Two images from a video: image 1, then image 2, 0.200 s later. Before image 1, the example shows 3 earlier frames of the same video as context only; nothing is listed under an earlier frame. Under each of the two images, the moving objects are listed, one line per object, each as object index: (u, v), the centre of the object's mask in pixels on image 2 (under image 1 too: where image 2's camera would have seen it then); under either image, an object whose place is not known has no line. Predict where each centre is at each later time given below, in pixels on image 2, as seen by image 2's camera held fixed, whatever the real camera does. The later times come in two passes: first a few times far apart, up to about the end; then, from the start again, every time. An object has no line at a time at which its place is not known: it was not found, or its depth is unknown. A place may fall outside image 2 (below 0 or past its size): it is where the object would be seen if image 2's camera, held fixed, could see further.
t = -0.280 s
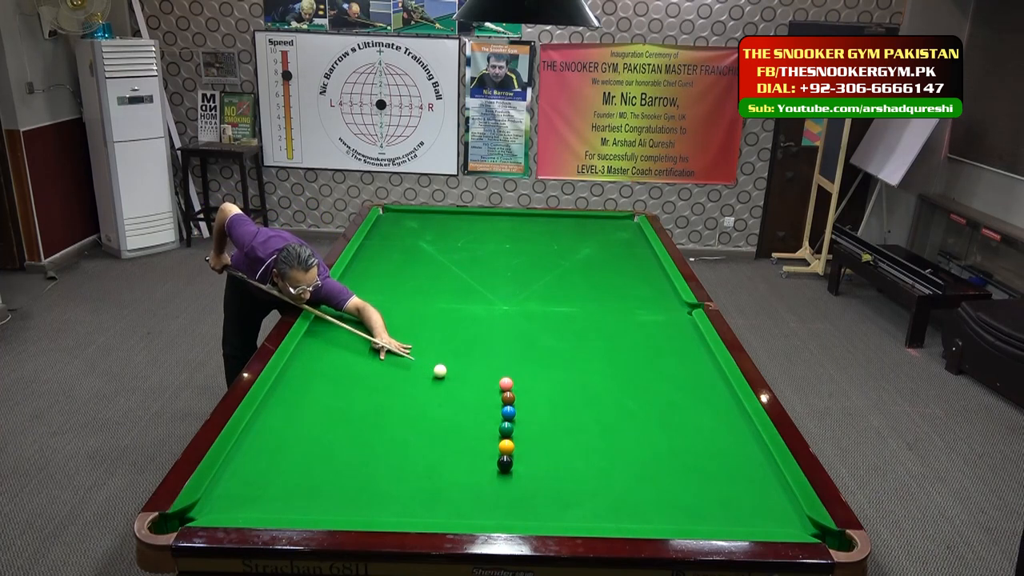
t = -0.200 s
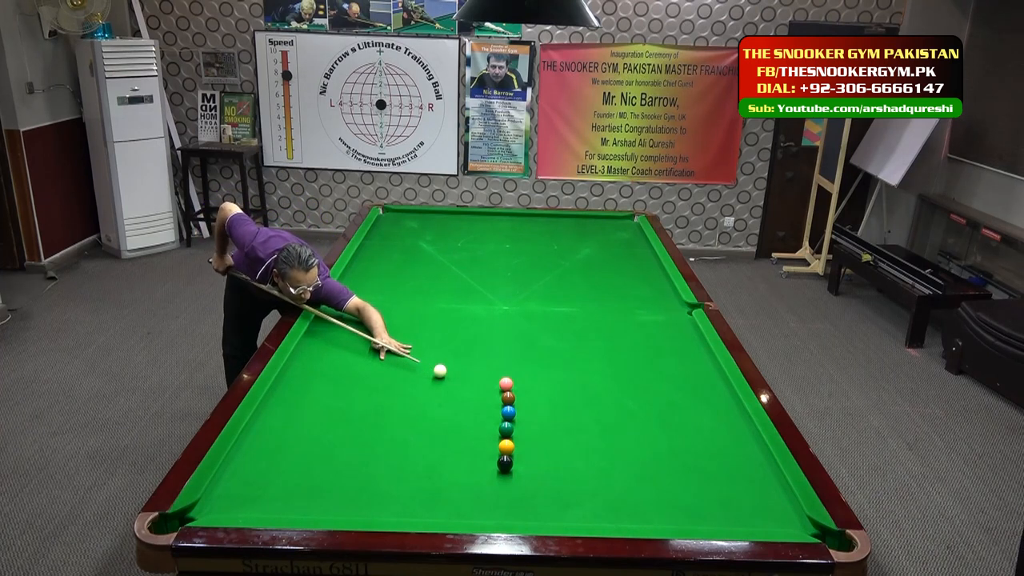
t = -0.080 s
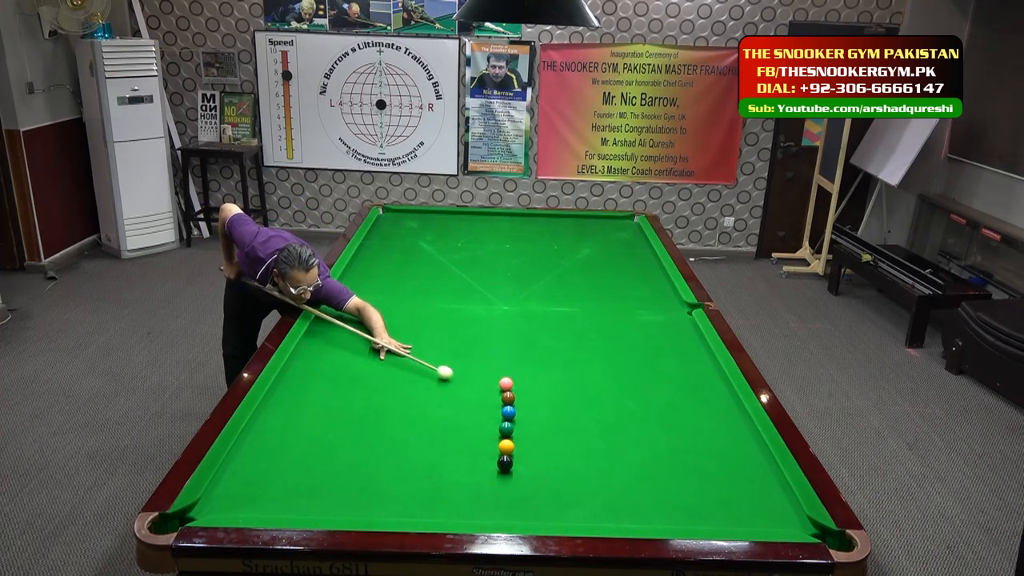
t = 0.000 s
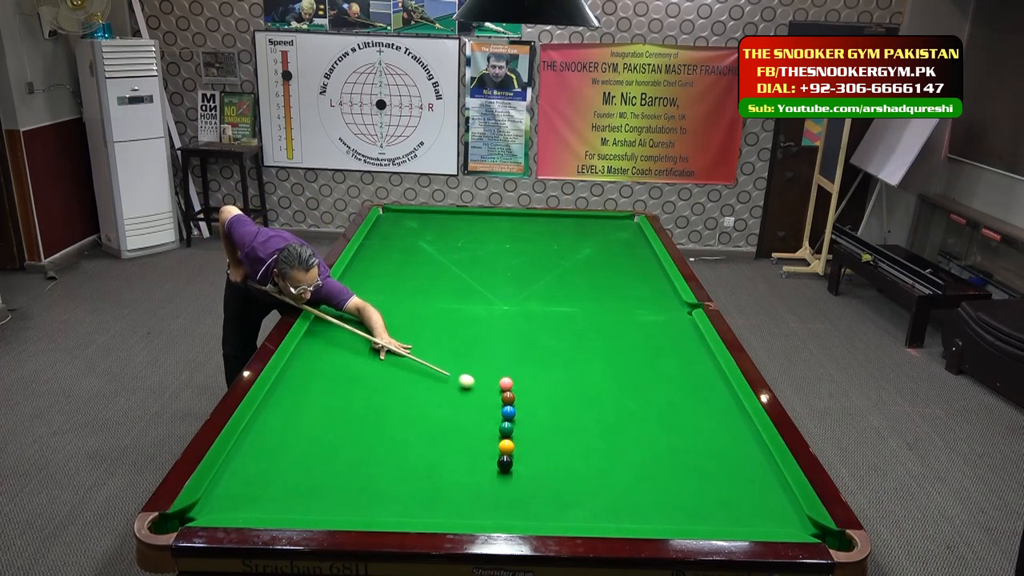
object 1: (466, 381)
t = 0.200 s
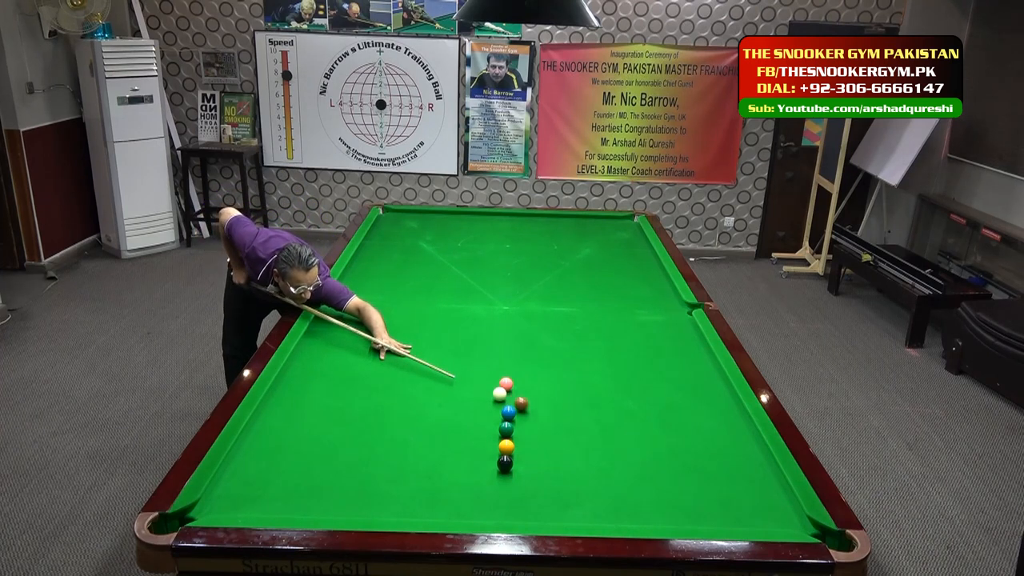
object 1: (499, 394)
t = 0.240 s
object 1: (501, 394)
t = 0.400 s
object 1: (511, 397)
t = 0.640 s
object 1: (525, 402)
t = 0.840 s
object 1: (535, 405)
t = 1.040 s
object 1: (545, 409)
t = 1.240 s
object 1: (554, 411)
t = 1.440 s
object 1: (562, 414)
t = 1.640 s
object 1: (569, 417)
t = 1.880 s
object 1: (576, 419)
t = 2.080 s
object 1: (581, 421)
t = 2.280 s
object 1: (586, 423)
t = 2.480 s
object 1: (589, 424)
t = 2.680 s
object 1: (592, 424)
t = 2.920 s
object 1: (593, 425)
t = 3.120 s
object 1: (594, 425)
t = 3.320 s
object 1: (594, 425)
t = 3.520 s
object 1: (594, 425)
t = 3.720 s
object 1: (594, 425)
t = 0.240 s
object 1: (501, 394)
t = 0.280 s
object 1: (504, 395)
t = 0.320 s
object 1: (506, 396)
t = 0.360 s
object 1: (509, 397)
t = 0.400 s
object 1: (511, 397)
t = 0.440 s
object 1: (514, 398)
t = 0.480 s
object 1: (516, 399)
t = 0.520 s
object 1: (518, 400)
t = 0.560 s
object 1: (520, 400)
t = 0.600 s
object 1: (523, 401)
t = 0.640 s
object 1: (525, 402)
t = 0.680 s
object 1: (527, 402)
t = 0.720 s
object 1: (529, 403)
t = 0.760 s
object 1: (531, 404)
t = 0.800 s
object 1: (533, 405)
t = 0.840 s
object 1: (535, 405)
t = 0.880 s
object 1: (537, 406)
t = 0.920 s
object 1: (539, 407)
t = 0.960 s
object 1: (541, 407)
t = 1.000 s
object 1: (543, 408)
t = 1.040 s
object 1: (545, 409)
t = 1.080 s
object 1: (547, 409)
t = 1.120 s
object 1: (548, 410)
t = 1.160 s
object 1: (550, 410)
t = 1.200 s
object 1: (552, 411)
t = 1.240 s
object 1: (554, 411)
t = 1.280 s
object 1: (555, 412)
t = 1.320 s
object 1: (557, 412)
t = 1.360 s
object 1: (559, 413)
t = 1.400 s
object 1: (560, 414)
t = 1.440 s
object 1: (562, 414)
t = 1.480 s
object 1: (563, 415)
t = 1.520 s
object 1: (564, 415)
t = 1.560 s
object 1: (566, 416)
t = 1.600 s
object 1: (567, 416)
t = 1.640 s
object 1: (569, 417)
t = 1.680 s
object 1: (570, 417)
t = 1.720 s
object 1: (571, 417)
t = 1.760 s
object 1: (572, 418)
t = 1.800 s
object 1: (574, 418)
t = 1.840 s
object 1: (575, 419)
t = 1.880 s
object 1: (576, 419)
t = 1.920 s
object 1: (577, 420)
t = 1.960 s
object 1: (578, 420)
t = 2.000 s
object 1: (579, 420)
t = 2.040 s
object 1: (580, 421)
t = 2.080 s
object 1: (581, 421)
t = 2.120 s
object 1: (582, 421)
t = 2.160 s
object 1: (583, 422)
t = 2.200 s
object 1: (584, 422)
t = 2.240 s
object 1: (585, 422)
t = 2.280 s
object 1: (586, 423)
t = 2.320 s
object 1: (586, 423)
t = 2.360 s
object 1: (587, 423)
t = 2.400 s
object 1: (588, 423)
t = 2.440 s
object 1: (589, 423)
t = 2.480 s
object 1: (589, 424)
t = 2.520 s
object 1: (590, 424)
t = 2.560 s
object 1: (590, 424)
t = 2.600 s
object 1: (591, 424)
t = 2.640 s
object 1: (591, 424)
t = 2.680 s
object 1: (592, 424)
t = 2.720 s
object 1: (592, 425)
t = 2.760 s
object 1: (592, 425)
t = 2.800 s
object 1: (593, 425)
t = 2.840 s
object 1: (593, 425)
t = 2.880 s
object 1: (593, 425)
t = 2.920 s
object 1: (593, 425)
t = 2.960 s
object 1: (594, 425)
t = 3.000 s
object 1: (594, 425)
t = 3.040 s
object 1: (594, 425)
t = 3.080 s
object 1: (594, 425)
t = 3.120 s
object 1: (594, 425)
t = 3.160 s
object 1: (594, 425)
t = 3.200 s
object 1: (594, 425)
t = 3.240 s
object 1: (594, 425)
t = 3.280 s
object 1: (594, 425)
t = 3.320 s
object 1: (594, 425)
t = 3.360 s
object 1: (594, 425)
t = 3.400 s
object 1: (594, 425)
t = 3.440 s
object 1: (594, 425)
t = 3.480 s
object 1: (594, 425)
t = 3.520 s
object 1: (594, 425)
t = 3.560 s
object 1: (594, 425)
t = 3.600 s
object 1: (594, 425)
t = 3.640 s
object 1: (594, 425)
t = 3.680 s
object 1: (594, 425)
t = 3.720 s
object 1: (594, 425)
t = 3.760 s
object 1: (594, 425)
